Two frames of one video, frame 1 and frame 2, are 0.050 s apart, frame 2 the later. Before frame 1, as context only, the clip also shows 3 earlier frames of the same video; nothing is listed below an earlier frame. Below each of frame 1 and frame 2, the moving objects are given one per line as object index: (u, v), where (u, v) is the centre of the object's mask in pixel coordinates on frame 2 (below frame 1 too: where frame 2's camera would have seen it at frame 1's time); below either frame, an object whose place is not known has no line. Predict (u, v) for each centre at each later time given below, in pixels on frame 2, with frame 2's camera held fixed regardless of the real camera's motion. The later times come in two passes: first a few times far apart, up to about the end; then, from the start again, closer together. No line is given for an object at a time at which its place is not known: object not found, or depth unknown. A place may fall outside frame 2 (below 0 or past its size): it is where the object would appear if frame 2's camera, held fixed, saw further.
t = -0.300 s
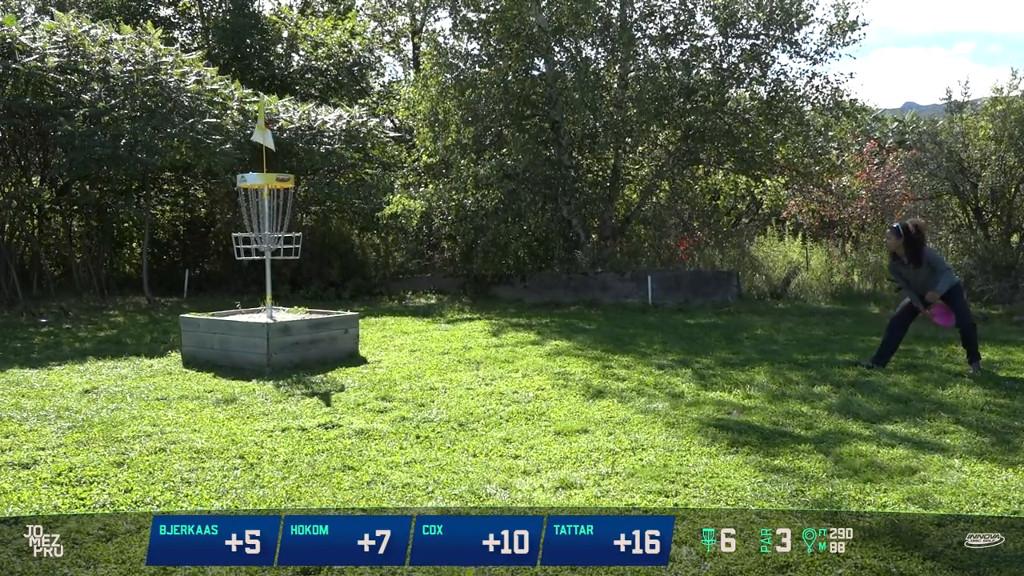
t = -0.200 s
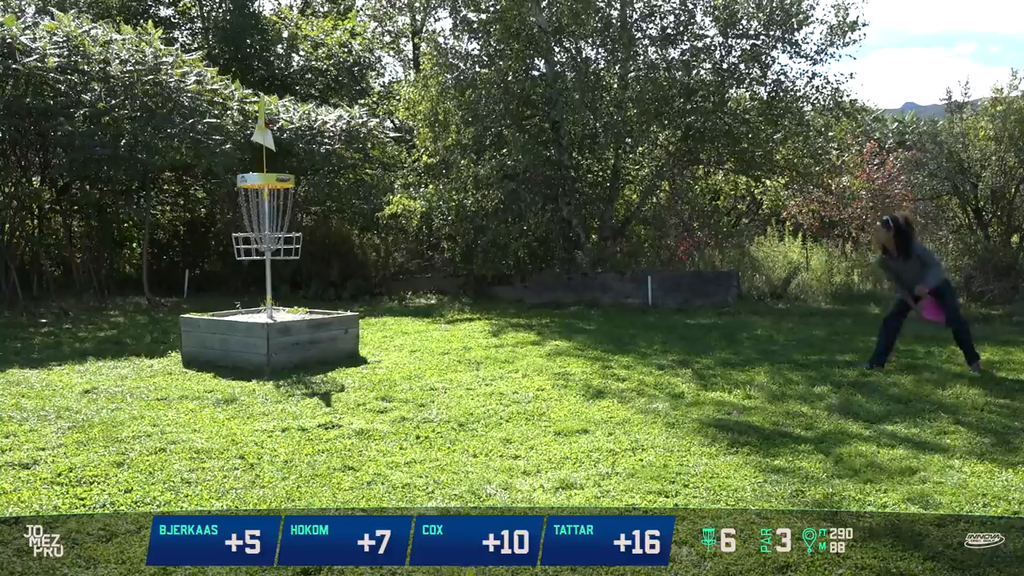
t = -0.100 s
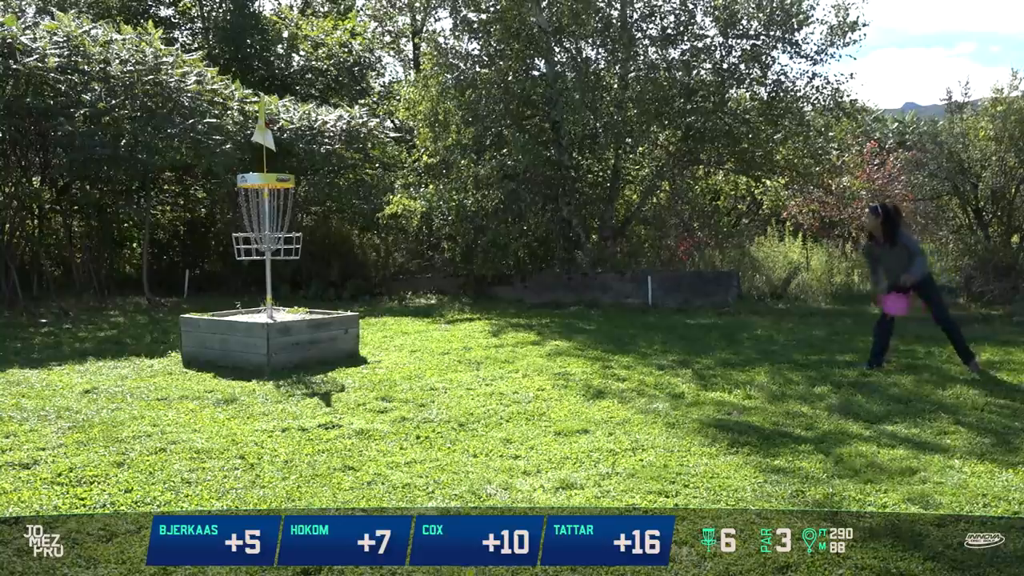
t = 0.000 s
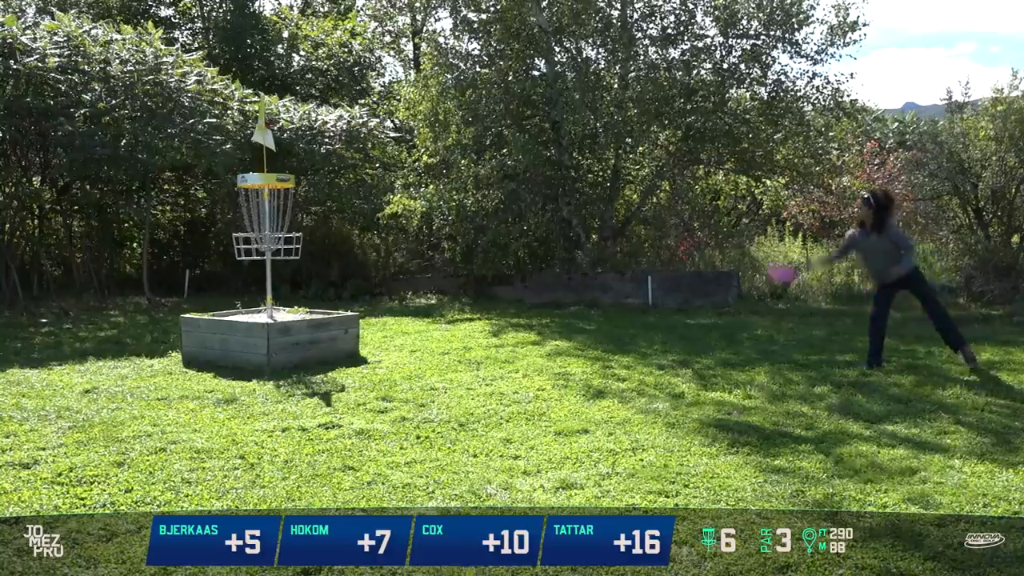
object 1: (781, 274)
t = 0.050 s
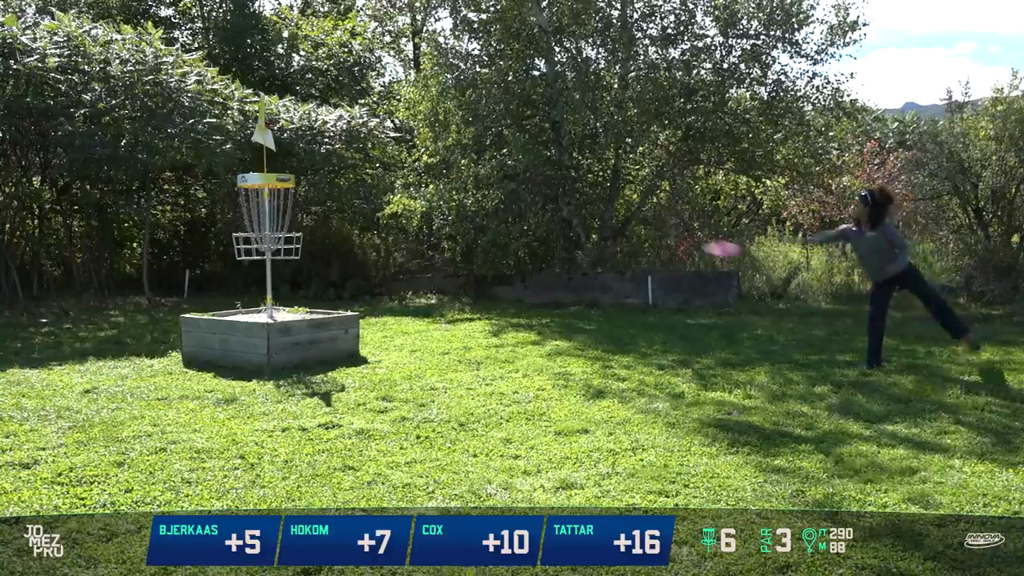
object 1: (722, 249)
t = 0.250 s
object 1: (503, 205)
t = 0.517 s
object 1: (281, 218)
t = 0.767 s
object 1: (275, 226)
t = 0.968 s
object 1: (284, 234)
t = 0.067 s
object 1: (701, 243)
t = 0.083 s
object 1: (680, 237)
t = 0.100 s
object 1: (661, 231)
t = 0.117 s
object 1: (643, 226)
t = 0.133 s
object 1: (625, 222)
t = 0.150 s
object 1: (607, 218)
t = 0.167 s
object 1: (589, 215)
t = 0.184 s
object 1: (570, 212)
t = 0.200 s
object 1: (552, 209)
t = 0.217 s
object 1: (535, 207)
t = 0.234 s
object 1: (518, 206)
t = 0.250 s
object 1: (503, 205)
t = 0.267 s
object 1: (485, 204)
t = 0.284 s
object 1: (469, 203)
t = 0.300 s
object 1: (452, 203)
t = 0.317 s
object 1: (436, 203)
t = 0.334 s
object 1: (420, 203)
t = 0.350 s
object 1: (405, 205)
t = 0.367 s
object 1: (391, 206)
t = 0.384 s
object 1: (374, 208)
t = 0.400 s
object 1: (359, 209)
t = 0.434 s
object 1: (329, 213)
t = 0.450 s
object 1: (315, 215)
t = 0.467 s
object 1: (303, 217)
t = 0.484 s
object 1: (291, 220)
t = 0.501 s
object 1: (285, 219)
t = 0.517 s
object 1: (281, 218)
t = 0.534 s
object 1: (280, 218)
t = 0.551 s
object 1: (280, 217)
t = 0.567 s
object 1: (279, 216)
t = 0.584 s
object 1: (279, 216)
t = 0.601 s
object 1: (278, 216)
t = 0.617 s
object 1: (277, 216)
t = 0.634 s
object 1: (277, 217)
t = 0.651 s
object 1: (276, 218)
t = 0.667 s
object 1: (276, 219)
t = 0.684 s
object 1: (276, 220)
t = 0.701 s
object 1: (275, 221)
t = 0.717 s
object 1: (275, 222)
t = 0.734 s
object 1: (275, 223)
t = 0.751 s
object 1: (275, 225)
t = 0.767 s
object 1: (275, 226)
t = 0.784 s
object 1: (275, 228)
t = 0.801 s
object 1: (276, 231)
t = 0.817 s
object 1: (277, 231)
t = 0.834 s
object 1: (277, 231)
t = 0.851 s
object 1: (278, 232)
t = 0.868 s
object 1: (279, 232)
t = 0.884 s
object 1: (280, 232)
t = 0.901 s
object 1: (280, 232)
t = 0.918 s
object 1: (281, 232)
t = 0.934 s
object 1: (282, 233)
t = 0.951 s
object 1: (283, 233)
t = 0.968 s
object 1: (284, 234)
